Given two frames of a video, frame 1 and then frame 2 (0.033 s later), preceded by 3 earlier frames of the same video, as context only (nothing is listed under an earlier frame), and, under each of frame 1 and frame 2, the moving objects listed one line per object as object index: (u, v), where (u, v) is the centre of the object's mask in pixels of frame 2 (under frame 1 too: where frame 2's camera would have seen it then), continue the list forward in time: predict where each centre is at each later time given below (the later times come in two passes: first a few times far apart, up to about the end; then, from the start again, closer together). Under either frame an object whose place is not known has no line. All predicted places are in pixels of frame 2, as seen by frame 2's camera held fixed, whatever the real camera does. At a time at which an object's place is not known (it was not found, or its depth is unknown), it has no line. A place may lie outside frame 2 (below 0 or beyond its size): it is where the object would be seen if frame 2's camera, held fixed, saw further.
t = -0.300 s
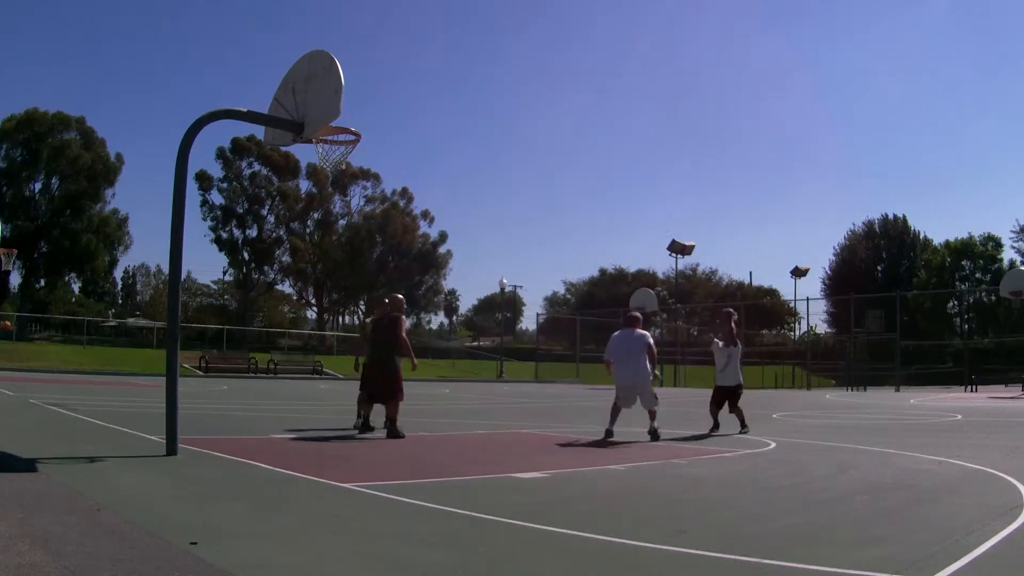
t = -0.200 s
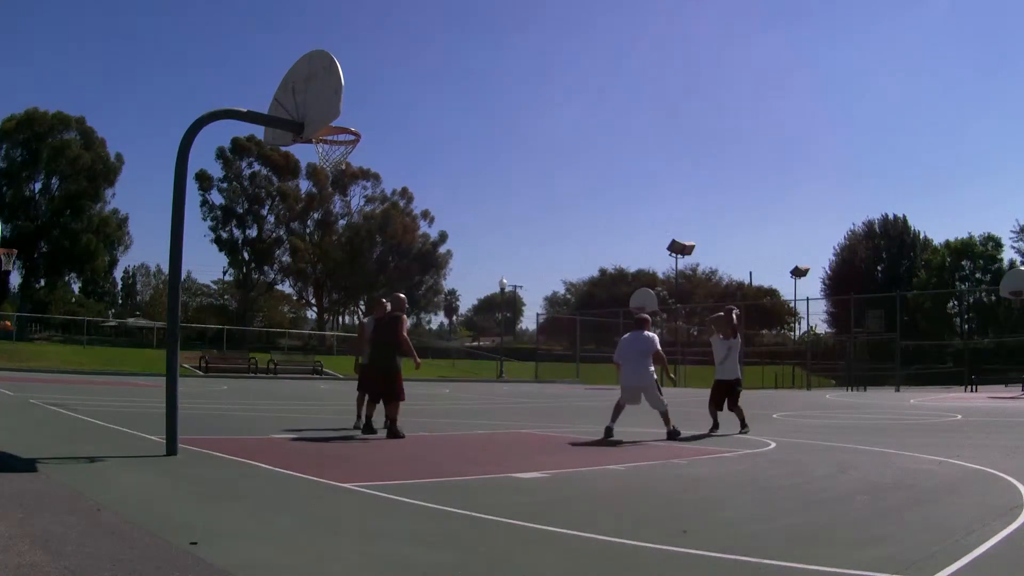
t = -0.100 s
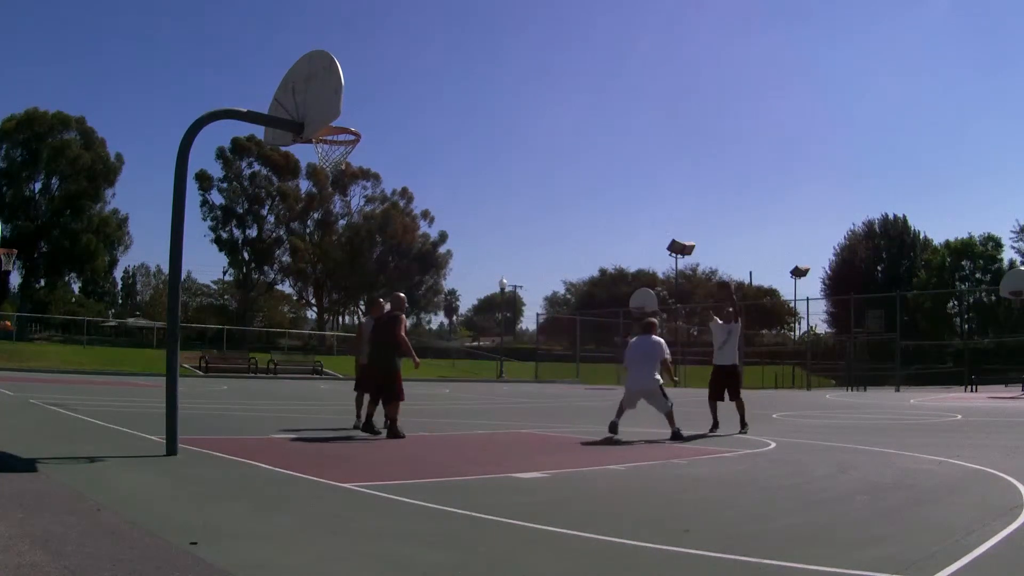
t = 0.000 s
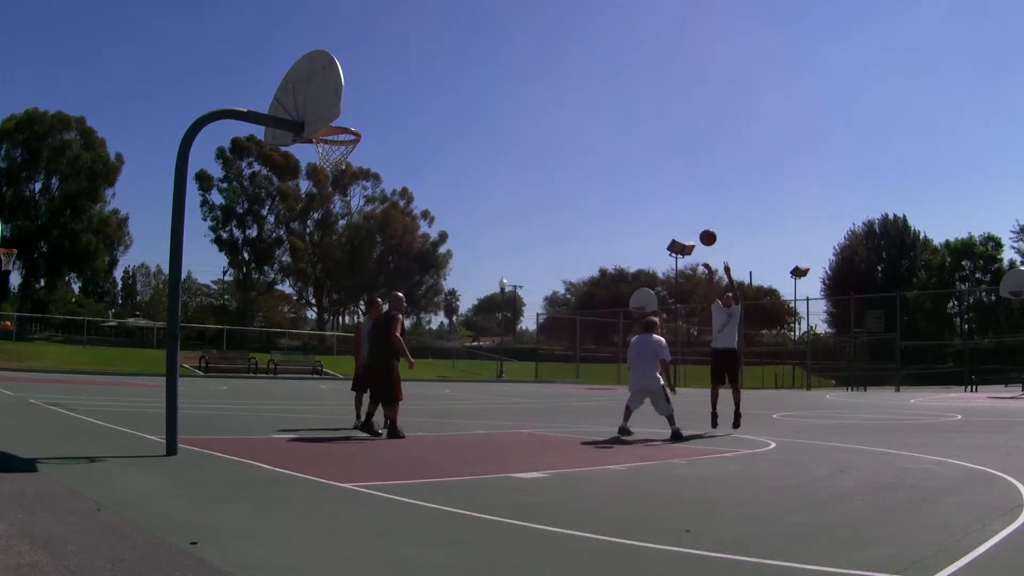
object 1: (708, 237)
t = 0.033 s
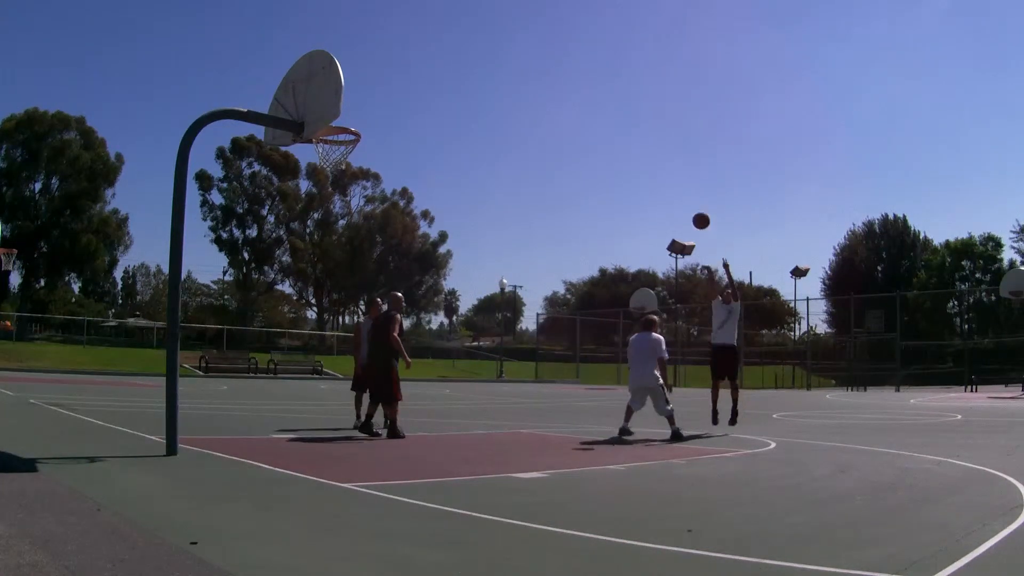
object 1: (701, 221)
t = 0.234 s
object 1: (657, 133)
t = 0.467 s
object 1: (600, 61)
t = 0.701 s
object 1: (537, 25)
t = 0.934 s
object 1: (465, 29)
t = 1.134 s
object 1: (393, 74)
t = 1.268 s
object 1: (339, 134)
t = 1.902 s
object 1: (265, 365)
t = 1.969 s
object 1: (258, 411)
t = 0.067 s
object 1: (694, 205)
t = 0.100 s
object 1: (687, 189)
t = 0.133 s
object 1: (680, 174)
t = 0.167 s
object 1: (672, 160)
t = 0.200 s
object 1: (665, 146)
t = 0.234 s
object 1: (657, 133)
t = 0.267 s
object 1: (650, 121)
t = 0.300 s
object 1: (641, 109)
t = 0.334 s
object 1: (633, 98)
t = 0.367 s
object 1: (626, 88)
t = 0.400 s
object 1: (617, 78)
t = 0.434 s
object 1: (609, 69)
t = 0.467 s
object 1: (600, 61)
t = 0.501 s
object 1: (592, 54)
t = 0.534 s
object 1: (583, 47)
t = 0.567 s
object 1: (574, 41)
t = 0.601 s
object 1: (565, 36)
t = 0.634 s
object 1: (556, 31)
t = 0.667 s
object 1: (546, 28)
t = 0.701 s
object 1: (537, 25)
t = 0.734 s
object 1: (527, 23)
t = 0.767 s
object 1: (517, 22)
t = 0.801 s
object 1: (507, 21)
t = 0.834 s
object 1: (497, 22)
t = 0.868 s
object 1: (486, 23)
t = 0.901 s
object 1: (476, 26)
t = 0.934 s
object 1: (465, 29)
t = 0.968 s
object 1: (454, 33)
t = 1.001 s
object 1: (442, 39)
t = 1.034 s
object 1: (430, 46)
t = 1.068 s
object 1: (418, 54)
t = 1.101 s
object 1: (405, 63)
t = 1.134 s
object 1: (393, 74)
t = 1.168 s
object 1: (379, 86)
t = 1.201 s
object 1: (366, 100)
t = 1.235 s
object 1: (352, 115)
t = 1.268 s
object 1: (339, 134)
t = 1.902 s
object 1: (265, 365)
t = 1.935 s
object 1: (261, 388)
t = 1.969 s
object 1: (258, 411)
